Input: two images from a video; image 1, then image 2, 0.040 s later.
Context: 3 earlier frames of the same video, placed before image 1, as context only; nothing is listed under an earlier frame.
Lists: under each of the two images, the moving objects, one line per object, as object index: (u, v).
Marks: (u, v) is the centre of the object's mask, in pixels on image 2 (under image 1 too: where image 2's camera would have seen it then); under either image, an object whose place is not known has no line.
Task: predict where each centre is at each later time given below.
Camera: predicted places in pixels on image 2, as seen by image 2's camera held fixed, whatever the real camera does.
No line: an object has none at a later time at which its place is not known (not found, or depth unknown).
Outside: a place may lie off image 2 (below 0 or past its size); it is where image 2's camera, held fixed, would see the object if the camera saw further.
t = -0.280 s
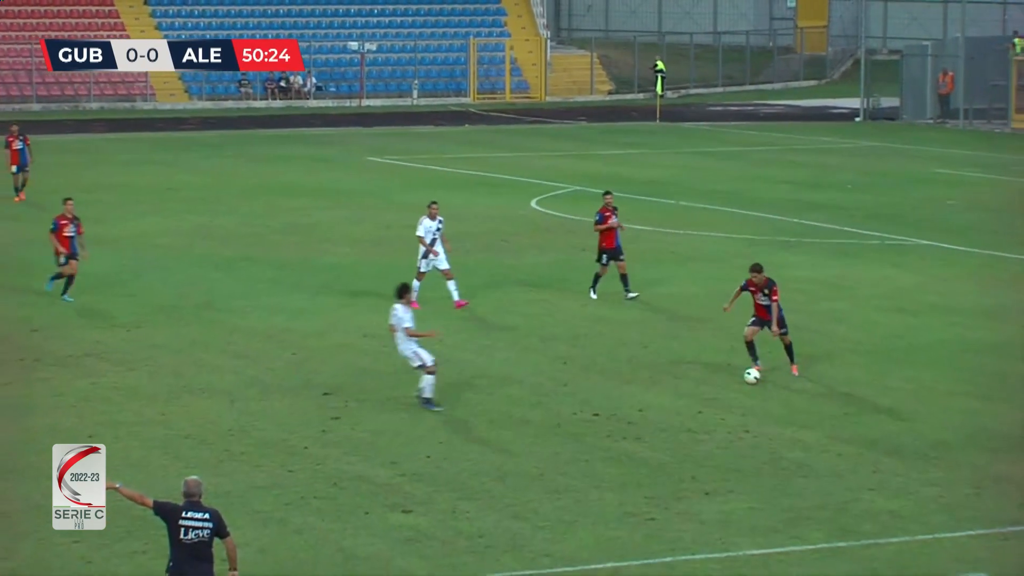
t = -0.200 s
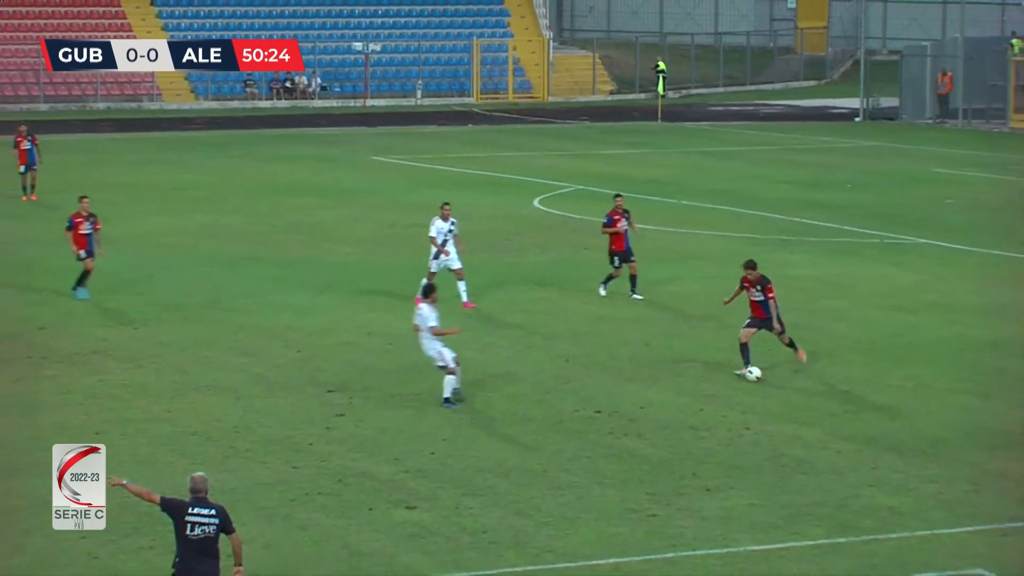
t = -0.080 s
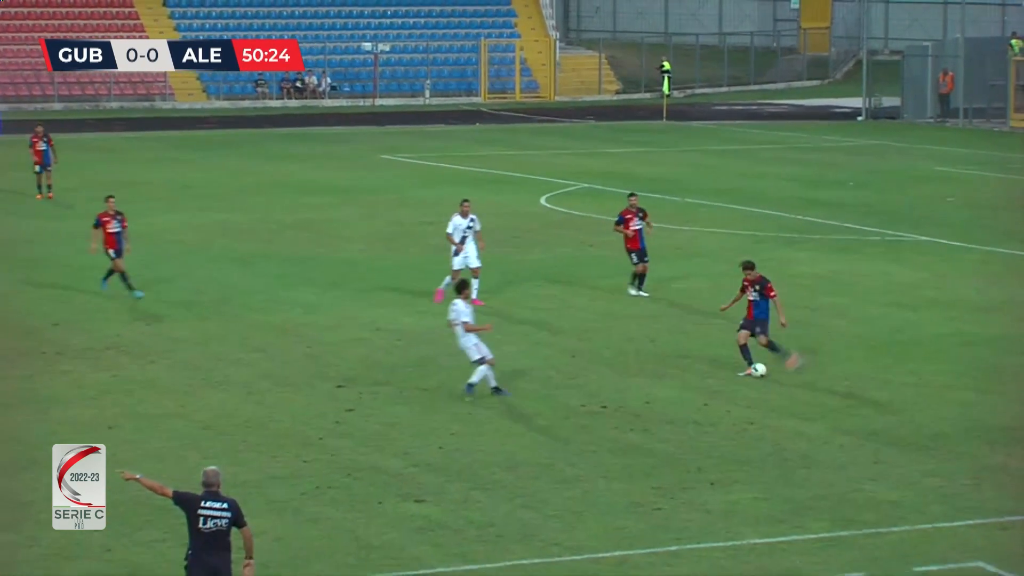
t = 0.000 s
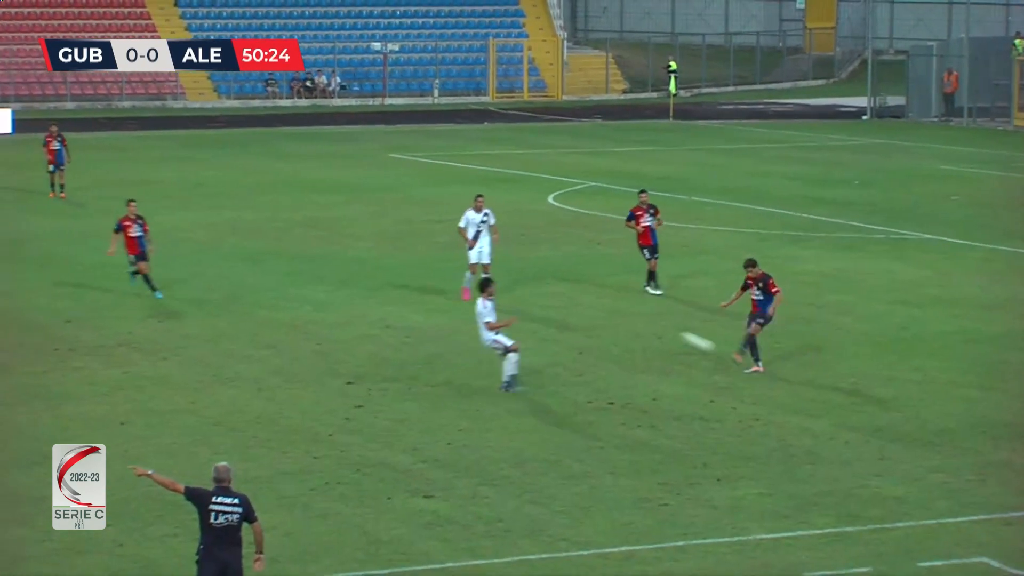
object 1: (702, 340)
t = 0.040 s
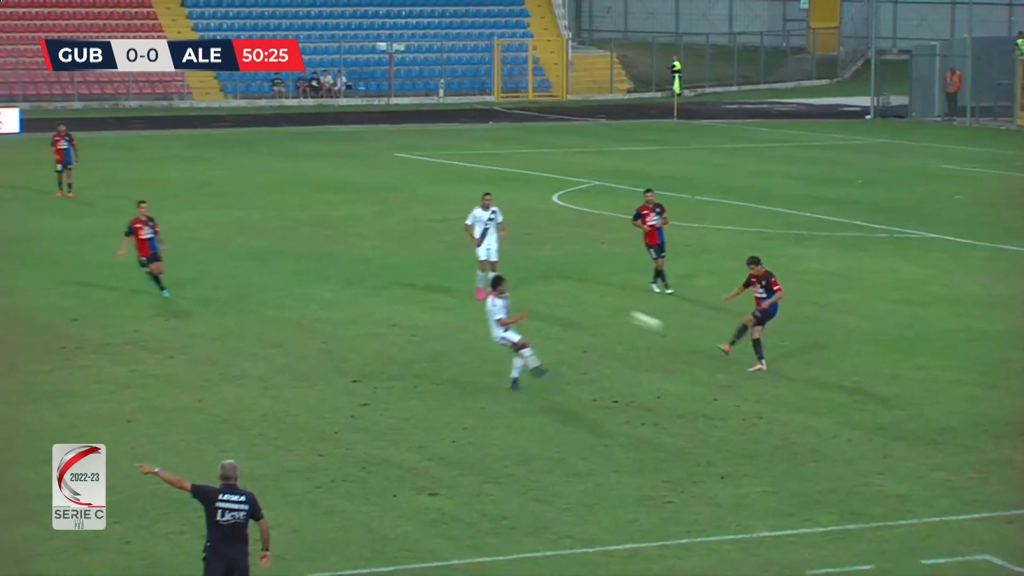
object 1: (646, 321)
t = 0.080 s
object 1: (591, 302)
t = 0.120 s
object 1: (537, 284)
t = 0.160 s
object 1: (482, 268)
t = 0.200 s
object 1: (429, 252)
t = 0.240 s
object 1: (377, 236)
